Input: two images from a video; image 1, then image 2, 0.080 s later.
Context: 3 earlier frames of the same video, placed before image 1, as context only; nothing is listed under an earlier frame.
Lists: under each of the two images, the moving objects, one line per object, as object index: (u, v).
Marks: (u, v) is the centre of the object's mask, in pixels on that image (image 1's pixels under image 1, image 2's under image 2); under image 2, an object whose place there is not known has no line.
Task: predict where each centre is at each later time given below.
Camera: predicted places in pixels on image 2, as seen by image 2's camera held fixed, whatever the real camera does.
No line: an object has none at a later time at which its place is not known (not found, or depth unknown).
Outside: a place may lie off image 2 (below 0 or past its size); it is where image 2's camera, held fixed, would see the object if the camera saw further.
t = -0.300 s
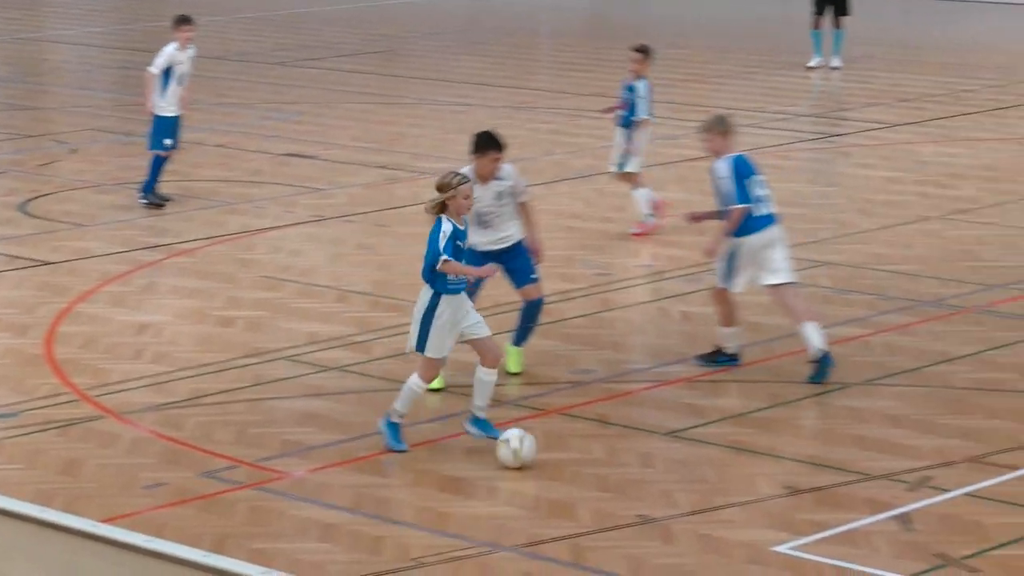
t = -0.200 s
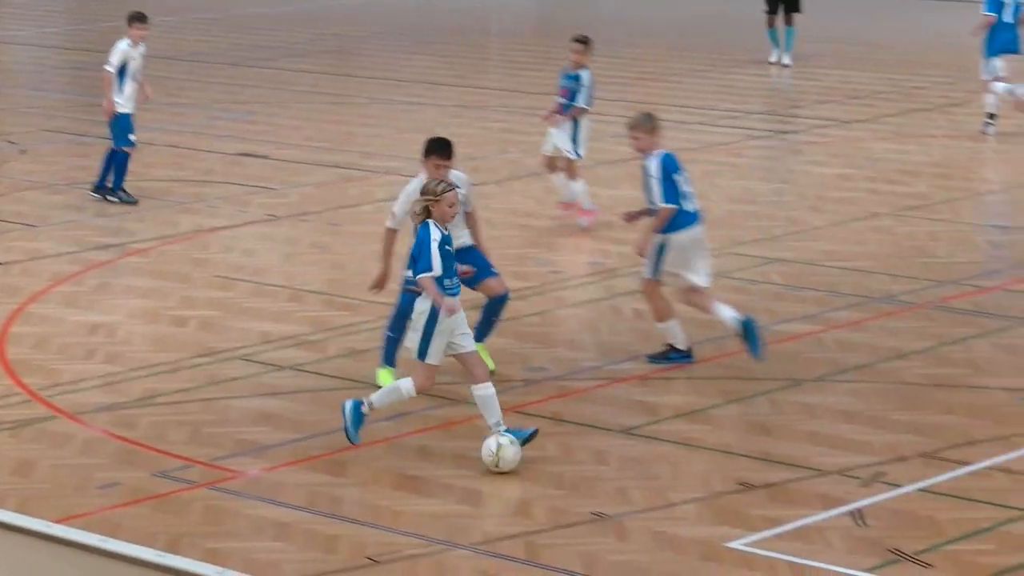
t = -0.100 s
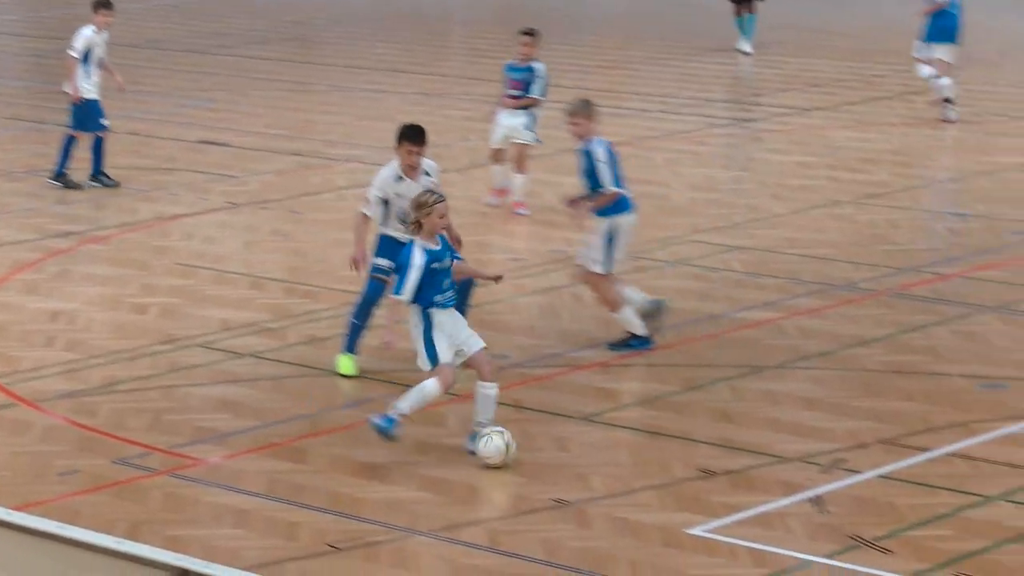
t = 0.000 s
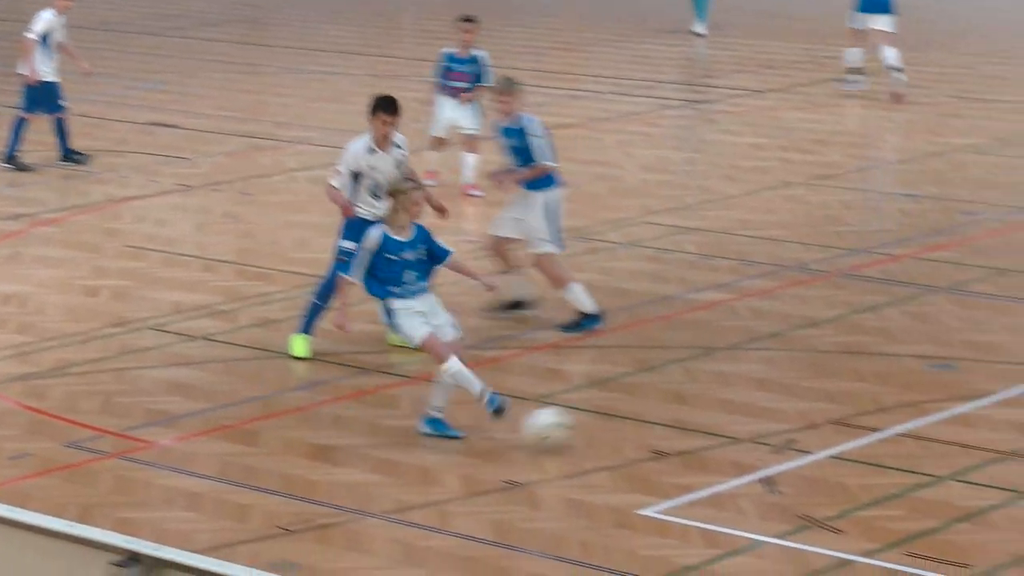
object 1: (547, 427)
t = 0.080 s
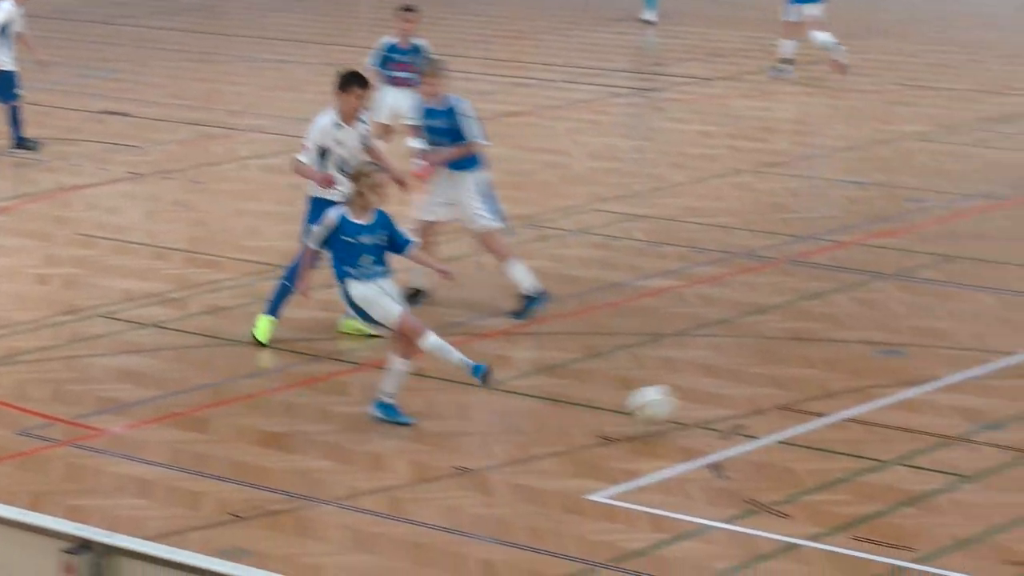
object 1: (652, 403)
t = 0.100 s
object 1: (692, 404)
